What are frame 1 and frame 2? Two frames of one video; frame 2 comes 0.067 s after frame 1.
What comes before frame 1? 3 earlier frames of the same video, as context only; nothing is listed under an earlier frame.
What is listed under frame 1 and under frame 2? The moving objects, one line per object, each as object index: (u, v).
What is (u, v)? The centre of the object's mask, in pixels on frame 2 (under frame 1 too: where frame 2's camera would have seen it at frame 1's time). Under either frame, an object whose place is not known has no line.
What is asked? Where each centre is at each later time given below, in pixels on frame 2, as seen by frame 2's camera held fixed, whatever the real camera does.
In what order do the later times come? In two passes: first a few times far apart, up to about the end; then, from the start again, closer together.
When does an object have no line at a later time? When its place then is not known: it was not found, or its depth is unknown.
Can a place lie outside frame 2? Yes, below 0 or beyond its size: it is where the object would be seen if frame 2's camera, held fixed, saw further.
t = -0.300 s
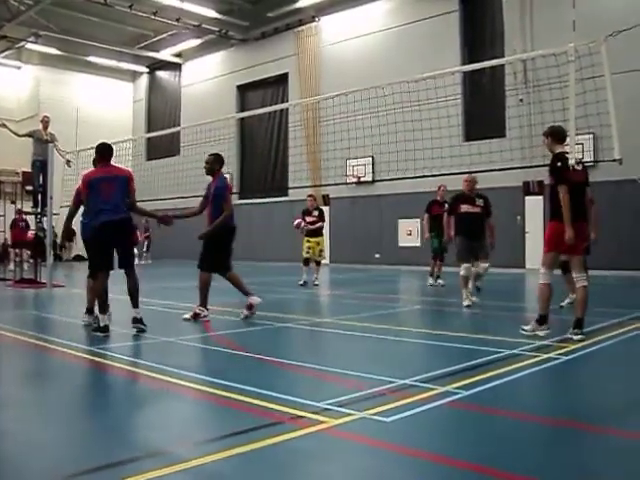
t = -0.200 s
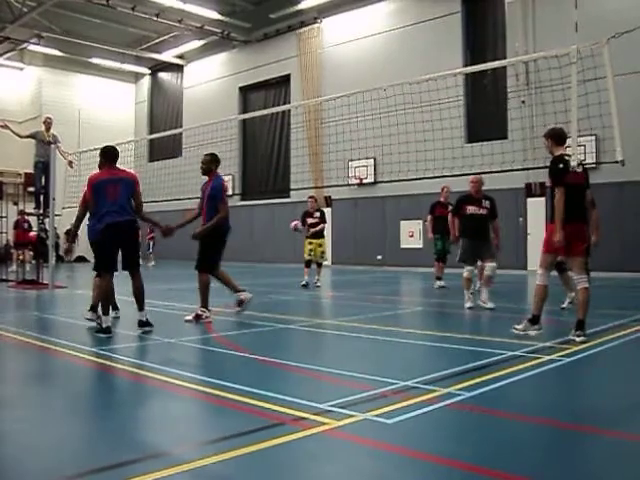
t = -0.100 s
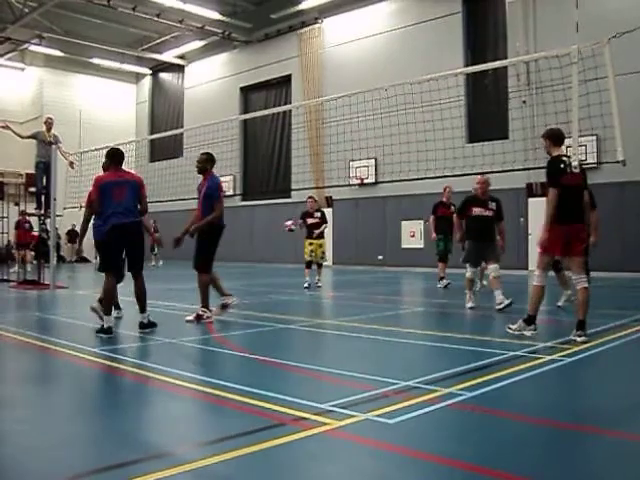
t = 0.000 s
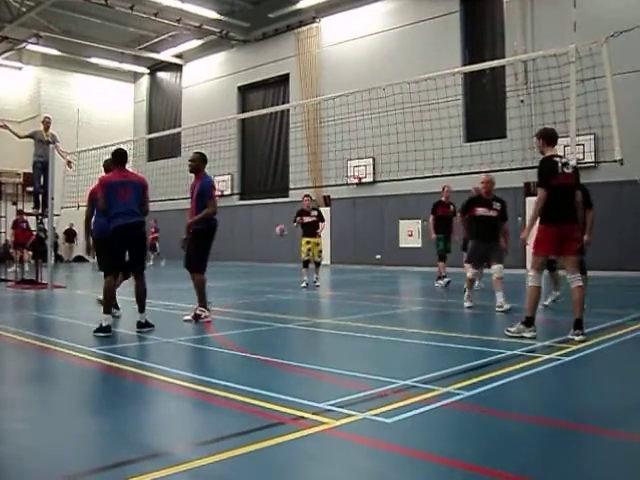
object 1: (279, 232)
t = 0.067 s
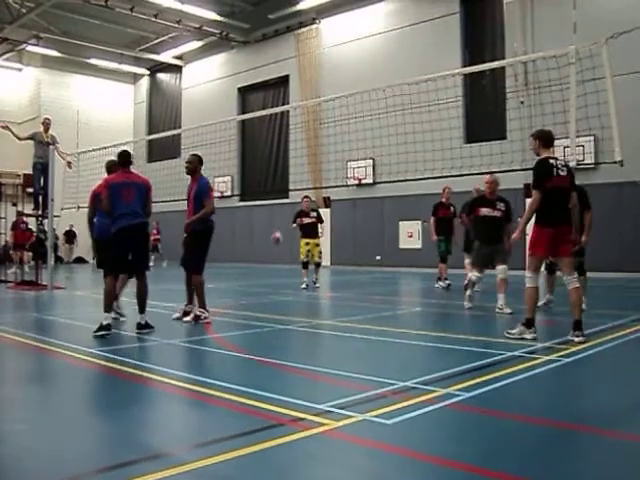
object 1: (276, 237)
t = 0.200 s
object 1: (266, 259)
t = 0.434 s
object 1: (249, 269)
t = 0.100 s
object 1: (274, 241)
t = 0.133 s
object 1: (271, 247)
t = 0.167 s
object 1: (268, 252)
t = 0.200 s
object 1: (266, 259)
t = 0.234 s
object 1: (264, 265)
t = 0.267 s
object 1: (260, 272)
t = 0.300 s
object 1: (257, 280)
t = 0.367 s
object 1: (255, 280)
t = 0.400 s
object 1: (252, 274)
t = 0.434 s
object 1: (249, 269)
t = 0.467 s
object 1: (248, 262)
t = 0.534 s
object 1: (244, 255)
